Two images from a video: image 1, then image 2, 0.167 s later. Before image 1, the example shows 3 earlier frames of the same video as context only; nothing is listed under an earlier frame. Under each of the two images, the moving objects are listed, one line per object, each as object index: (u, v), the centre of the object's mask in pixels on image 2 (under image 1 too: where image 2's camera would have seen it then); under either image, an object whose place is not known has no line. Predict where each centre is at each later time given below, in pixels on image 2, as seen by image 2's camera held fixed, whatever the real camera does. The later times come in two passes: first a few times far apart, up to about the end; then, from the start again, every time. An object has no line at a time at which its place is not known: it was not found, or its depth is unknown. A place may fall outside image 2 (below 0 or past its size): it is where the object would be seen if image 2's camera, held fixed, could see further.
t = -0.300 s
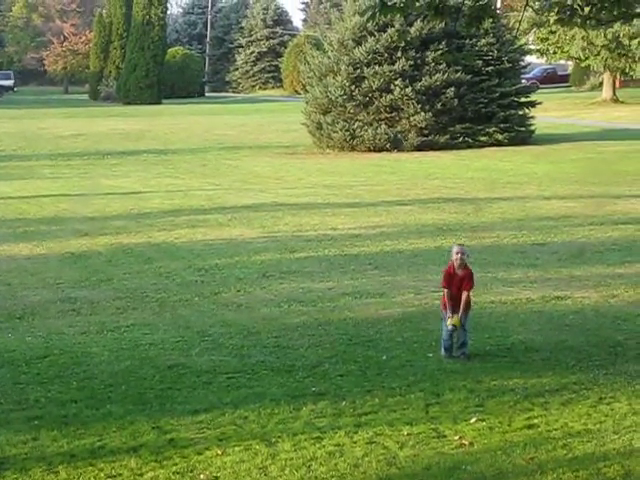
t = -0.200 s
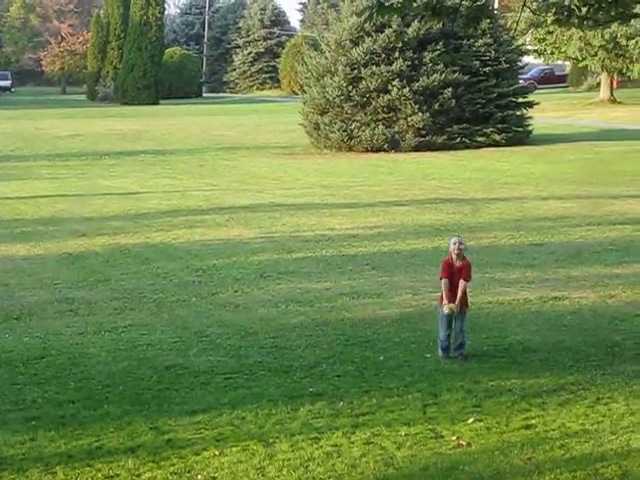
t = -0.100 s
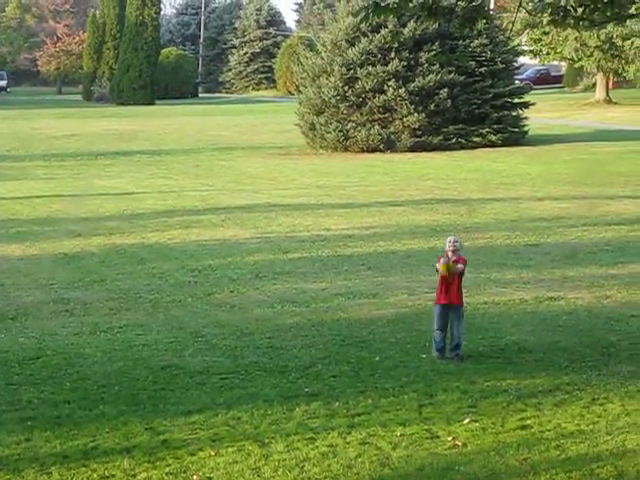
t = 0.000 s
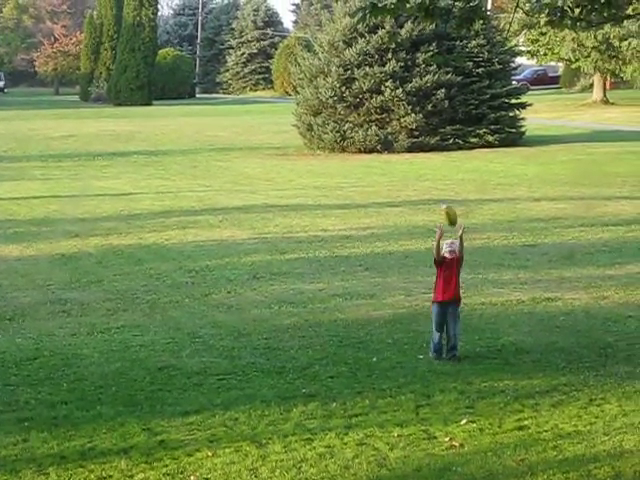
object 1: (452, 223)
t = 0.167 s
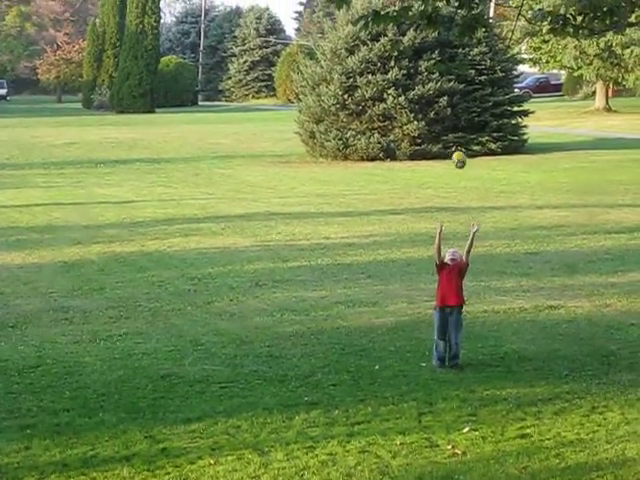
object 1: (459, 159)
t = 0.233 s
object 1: (461, 142)
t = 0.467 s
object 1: (467, 119)
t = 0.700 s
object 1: (472, 151)
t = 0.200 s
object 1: (460, 150)
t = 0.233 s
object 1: (461, 142)
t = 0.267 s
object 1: (462, 135)
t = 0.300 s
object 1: (464, 129)
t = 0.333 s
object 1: (465, 125)
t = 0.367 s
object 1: (465, 122)
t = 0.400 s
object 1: (466, 120)
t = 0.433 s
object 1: (467, 119)
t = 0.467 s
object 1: (467, 119)
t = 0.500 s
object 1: (468, 120)
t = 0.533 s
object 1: (469, 122)
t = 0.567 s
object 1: (469, 126)
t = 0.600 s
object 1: (470, 131)
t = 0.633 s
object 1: (470, 137)
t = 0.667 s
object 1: (471, 143)
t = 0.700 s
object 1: (472, 151)
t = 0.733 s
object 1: (472, 161)
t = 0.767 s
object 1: (473, 172)
